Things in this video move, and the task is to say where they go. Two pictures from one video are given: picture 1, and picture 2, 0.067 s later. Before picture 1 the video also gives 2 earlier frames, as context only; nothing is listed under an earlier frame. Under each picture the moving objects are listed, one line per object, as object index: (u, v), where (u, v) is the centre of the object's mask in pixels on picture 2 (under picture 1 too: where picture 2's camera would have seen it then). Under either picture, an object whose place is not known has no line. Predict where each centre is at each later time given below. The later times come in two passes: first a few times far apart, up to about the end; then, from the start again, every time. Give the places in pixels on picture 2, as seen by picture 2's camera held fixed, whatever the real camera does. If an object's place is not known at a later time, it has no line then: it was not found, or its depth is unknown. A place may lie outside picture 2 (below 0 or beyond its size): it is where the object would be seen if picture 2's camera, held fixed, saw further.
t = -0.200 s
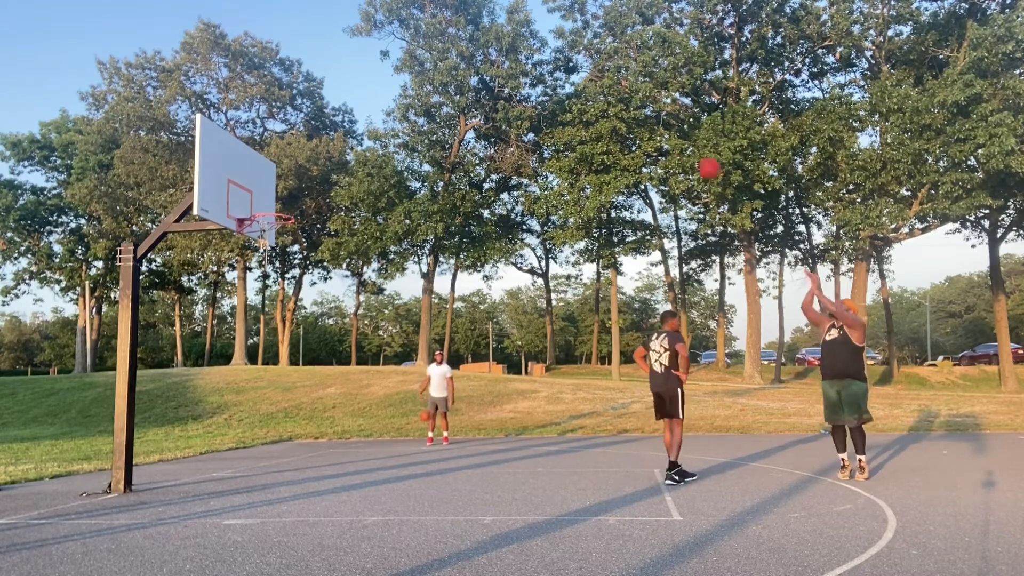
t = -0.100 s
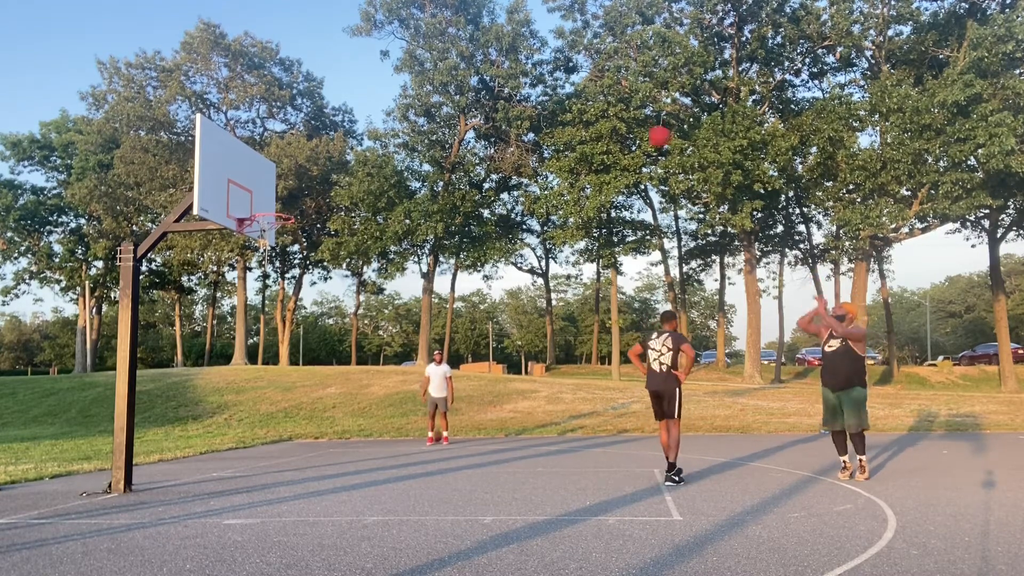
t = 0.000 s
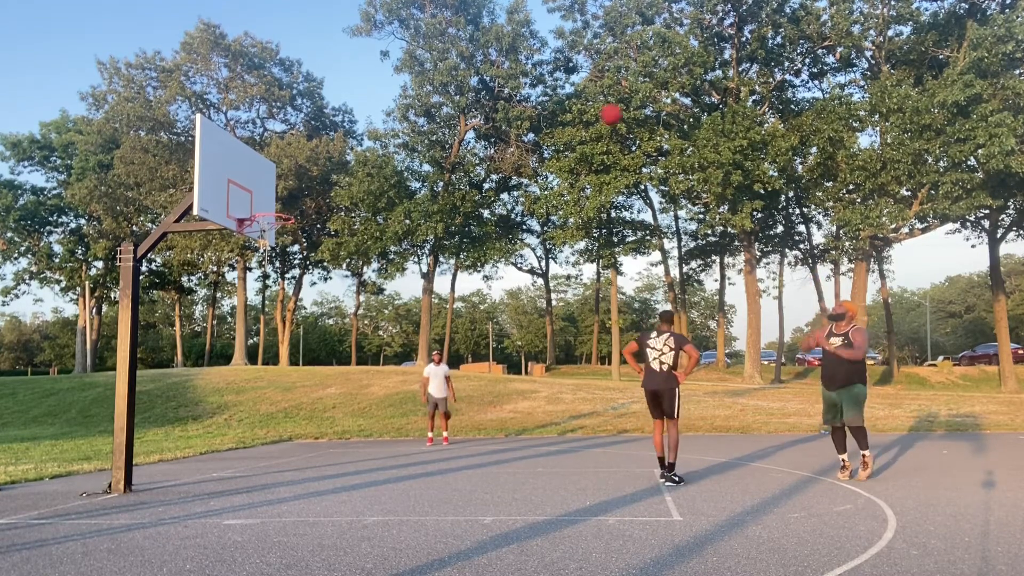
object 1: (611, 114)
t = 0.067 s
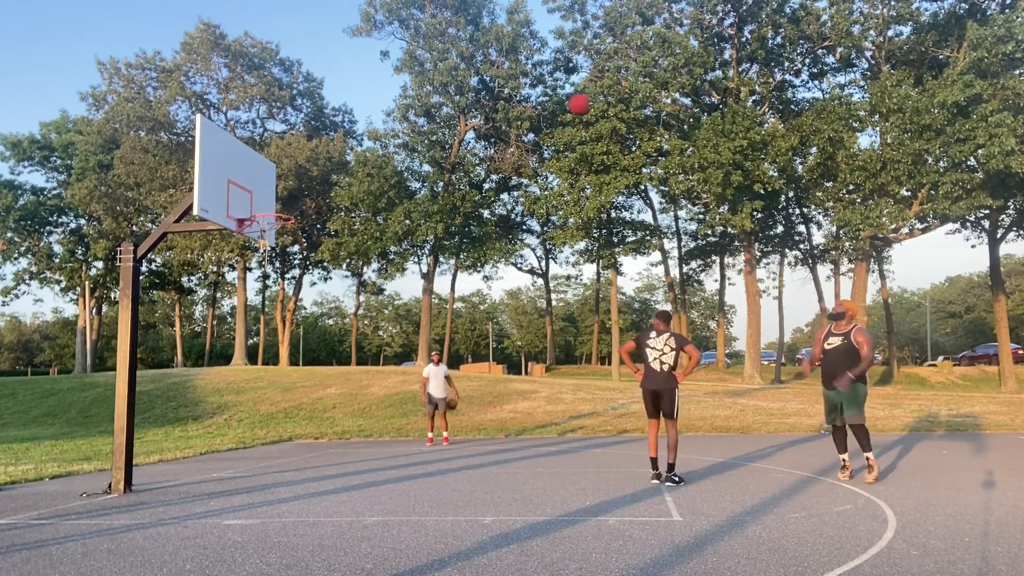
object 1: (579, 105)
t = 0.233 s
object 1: (502, 95)
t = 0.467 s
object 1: (397, 120)
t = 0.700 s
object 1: (292, 190)
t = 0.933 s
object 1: (237, 141)
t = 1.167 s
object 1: (210, 94)
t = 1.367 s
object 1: (197, 86)
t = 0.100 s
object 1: (564, 101)
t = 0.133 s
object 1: (548, 98)
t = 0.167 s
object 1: (532, 97)
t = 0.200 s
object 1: (516, 95)
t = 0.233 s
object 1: (502, 95)
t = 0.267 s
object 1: (486, 96)
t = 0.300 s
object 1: (471, 97)
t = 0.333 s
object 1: (456, 100)
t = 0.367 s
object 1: (442, 103)
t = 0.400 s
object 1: (426, 109)
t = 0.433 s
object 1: (411, 113)
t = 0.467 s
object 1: (397, 120)
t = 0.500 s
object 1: (381, 128)
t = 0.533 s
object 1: (367, 135)
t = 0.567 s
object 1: (351, 144)
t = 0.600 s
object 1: (336, 154)
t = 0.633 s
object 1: (322, 165)
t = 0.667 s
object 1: (307, 177)
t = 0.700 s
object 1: (292, 190)
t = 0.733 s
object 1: (277, 203)
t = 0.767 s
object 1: (270, 198)
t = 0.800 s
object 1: (264, 185)
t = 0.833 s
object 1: (257, 173)
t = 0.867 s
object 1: (251, 161)
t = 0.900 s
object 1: (244, 150)
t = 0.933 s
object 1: (237, 141)
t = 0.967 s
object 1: (232, 132)
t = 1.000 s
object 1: (225, 124)
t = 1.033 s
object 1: (218, 117)
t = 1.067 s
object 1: (214, 110)
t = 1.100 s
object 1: (213, 103)
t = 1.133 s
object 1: (211, 98)
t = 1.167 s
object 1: (210, 94)
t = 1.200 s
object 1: (208, 90)
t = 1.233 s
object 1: (205, 87)
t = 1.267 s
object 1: (203, 85)
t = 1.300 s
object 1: (202, 85)
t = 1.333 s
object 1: (200, 85)
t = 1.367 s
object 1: (197, 86)
